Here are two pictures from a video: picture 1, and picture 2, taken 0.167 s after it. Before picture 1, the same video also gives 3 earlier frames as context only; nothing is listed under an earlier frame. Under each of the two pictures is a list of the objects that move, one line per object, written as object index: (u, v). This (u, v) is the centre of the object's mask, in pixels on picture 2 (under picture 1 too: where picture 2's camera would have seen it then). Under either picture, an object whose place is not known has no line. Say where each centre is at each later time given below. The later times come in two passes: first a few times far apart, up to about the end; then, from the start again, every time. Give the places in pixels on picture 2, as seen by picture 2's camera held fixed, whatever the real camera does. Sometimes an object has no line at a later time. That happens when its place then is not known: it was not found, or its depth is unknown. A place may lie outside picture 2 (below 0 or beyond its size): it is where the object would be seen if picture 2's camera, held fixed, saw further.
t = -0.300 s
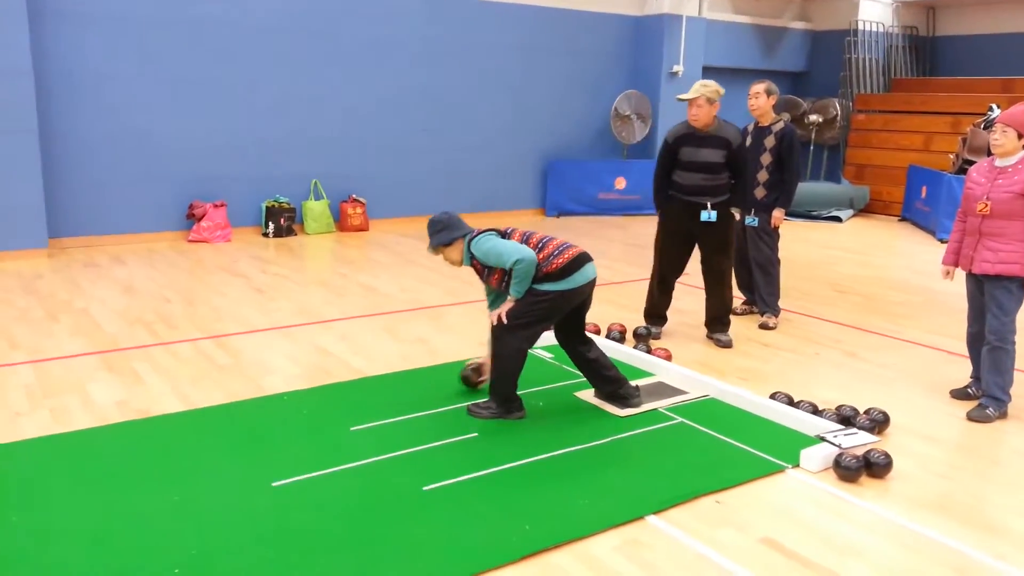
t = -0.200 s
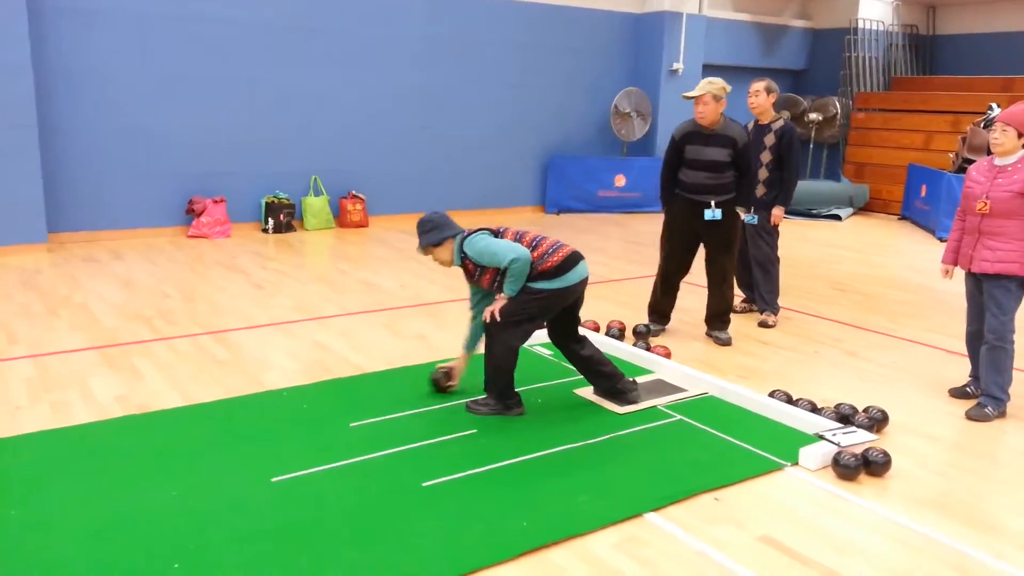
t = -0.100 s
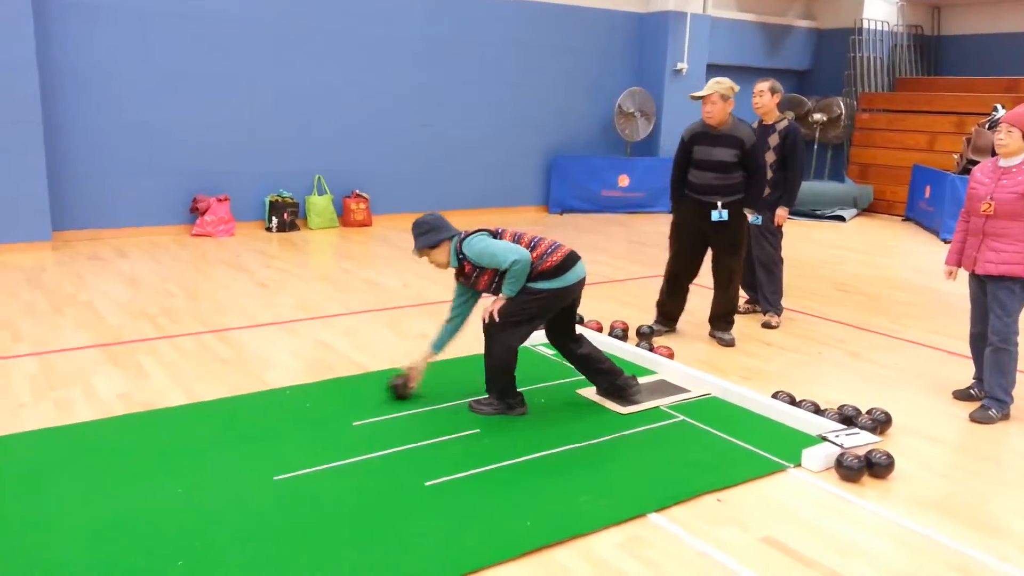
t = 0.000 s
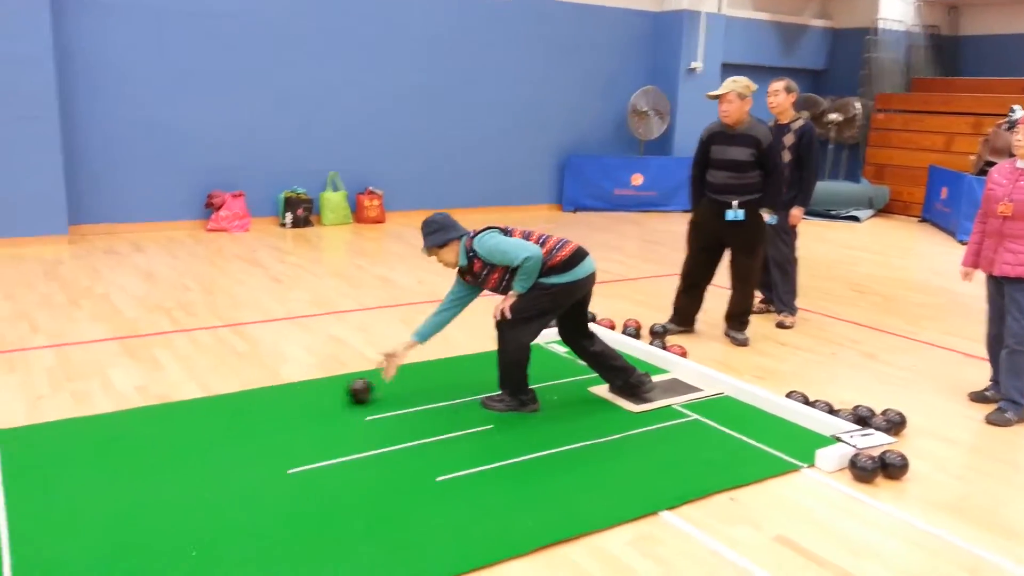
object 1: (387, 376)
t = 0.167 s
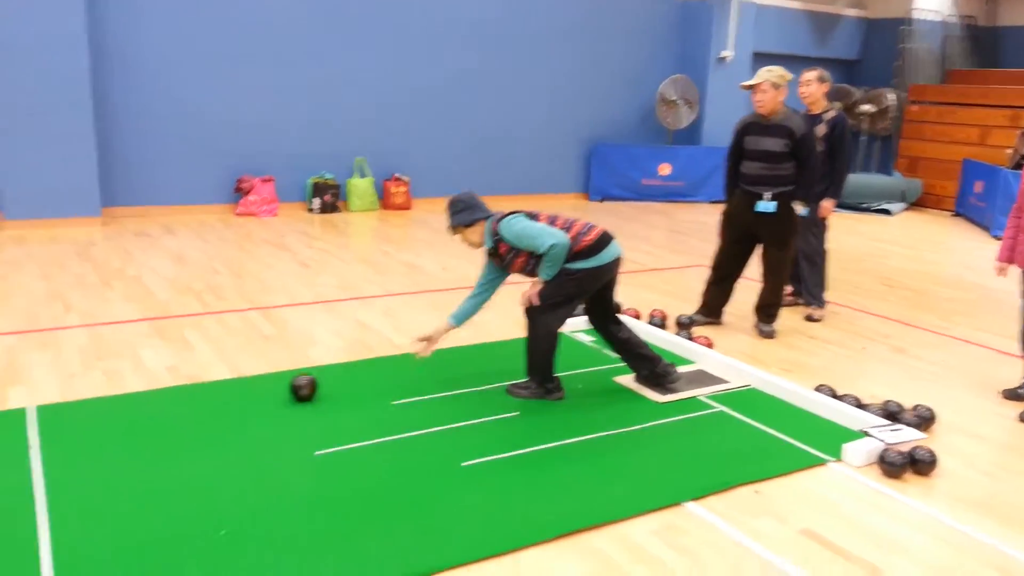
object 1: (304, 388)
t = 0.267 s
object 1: (254, 395)
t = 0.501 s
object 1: (129, 414)
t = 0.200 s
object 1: (287, 390)
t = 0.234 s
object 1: (270, 393)
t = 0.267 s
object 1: (254, 395)
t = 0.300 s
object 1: (237, 397)
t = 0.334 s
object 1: (220, 400)
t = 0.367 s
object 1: (202, 403)
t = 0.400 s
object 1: (184, 405)
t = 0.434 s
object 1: (166, 408)
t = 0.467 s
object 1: (148, 411)
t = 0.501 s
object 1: (129, 414)
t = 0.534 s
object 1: (111, 416)
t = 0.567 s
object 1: (91, 419)
